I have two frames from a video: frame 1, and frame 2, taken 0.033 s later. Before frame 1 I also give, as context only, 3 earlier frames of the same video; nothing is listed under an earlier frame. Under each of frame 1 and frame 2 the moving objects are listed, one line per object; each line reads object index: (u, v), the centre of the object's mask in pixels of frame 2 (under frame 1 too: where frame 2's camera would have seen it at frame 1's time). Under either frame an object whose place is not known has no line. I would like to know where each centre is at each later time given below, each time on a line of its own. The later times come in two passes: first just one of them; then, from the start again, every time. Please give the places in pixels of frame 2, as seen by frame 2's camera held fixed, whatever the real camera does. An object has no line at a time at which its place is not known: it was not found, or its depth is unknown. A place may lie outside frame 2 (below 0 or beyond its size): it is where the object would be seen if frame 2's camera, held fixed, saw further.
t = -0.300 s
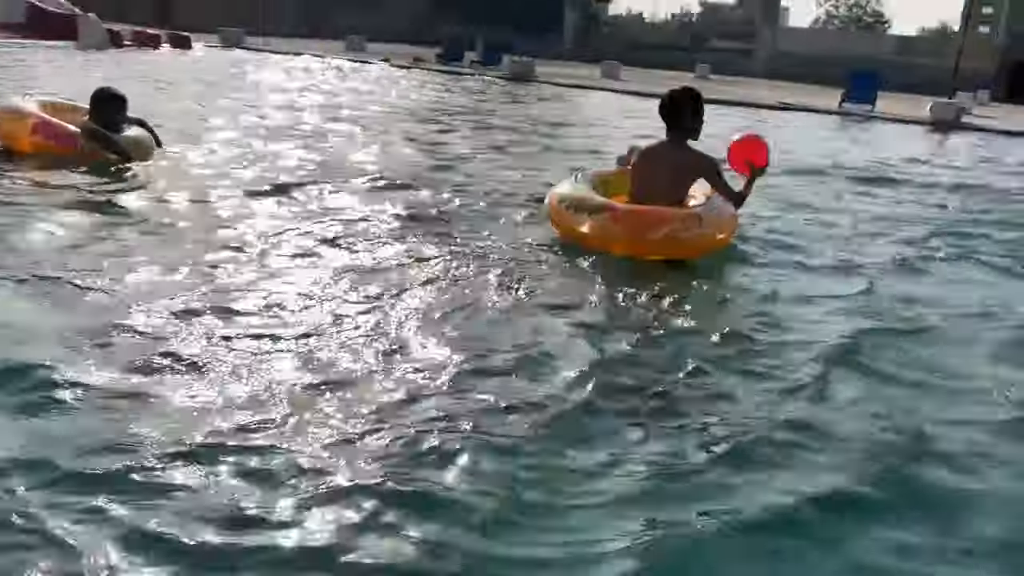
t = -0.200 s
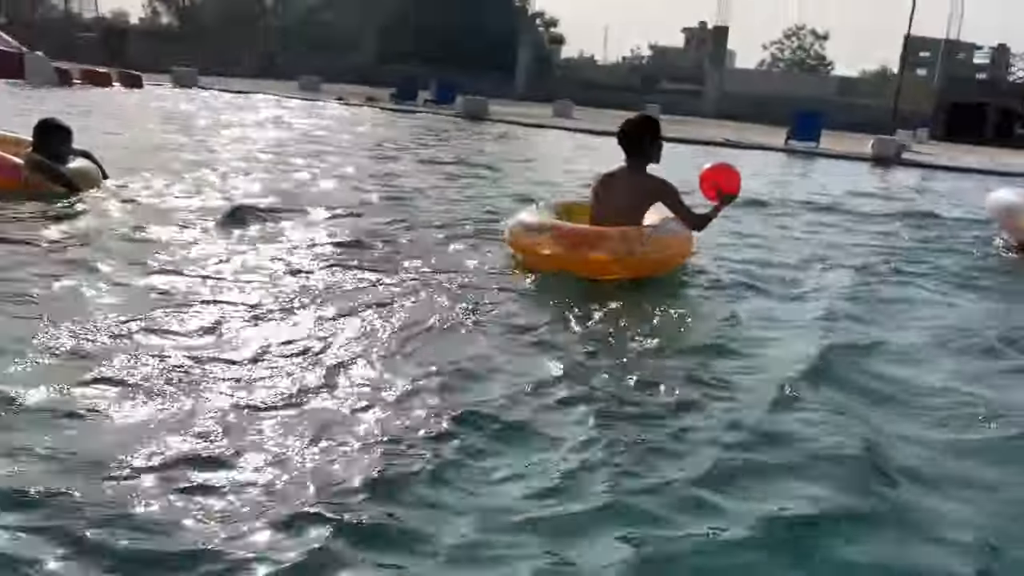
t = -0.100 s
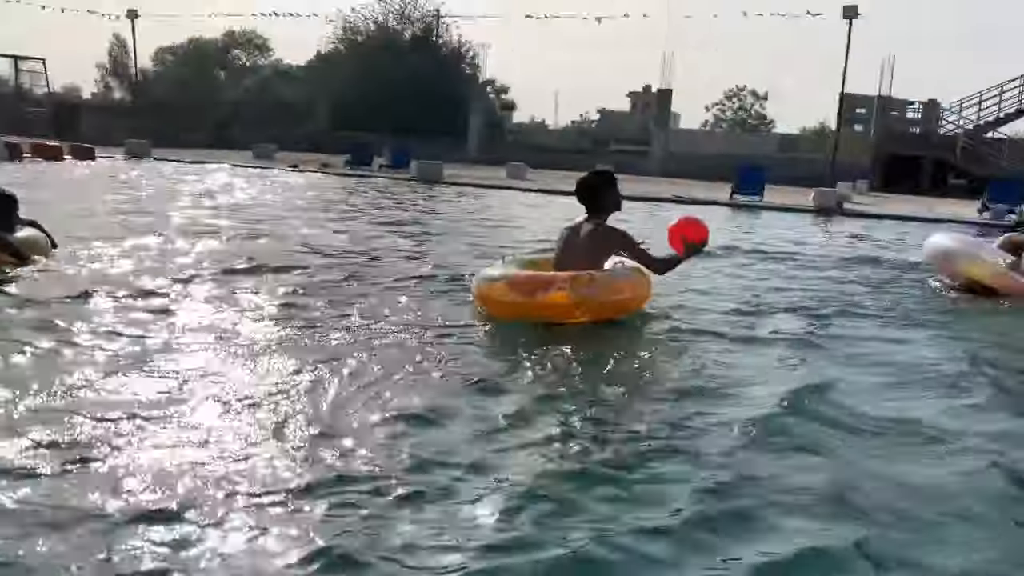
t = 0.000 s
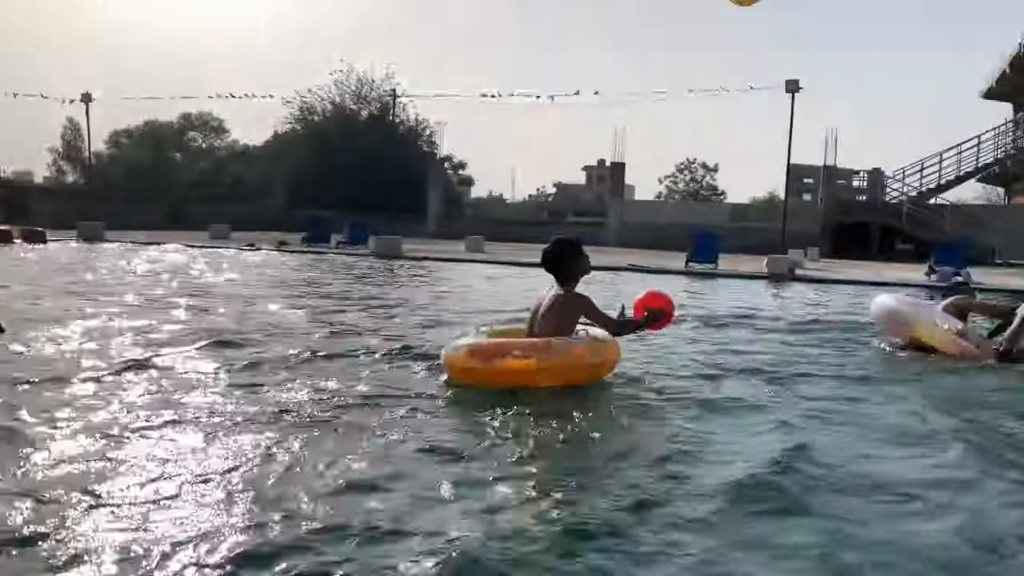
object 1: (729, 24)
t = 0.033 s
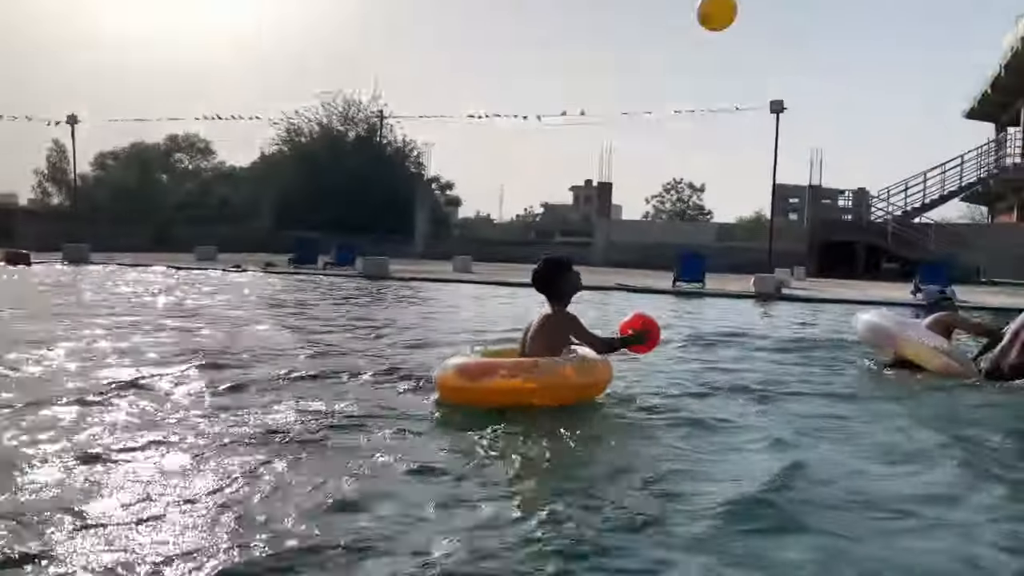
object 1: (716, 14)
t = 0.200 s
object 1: (657, 58)
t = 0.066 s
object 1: (705, 16)
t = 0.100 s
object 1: (693, 24)
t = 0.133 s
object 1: (682, 33)
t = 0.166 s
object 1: (671, 44)
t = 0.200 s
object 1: (657, 58)
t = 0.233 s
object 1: (643, 76)
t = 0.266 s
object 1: (630, 99)
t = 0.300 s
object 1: (617, 124)
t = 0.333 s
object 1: (605, 152)
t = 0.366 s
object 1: (592, 182)
